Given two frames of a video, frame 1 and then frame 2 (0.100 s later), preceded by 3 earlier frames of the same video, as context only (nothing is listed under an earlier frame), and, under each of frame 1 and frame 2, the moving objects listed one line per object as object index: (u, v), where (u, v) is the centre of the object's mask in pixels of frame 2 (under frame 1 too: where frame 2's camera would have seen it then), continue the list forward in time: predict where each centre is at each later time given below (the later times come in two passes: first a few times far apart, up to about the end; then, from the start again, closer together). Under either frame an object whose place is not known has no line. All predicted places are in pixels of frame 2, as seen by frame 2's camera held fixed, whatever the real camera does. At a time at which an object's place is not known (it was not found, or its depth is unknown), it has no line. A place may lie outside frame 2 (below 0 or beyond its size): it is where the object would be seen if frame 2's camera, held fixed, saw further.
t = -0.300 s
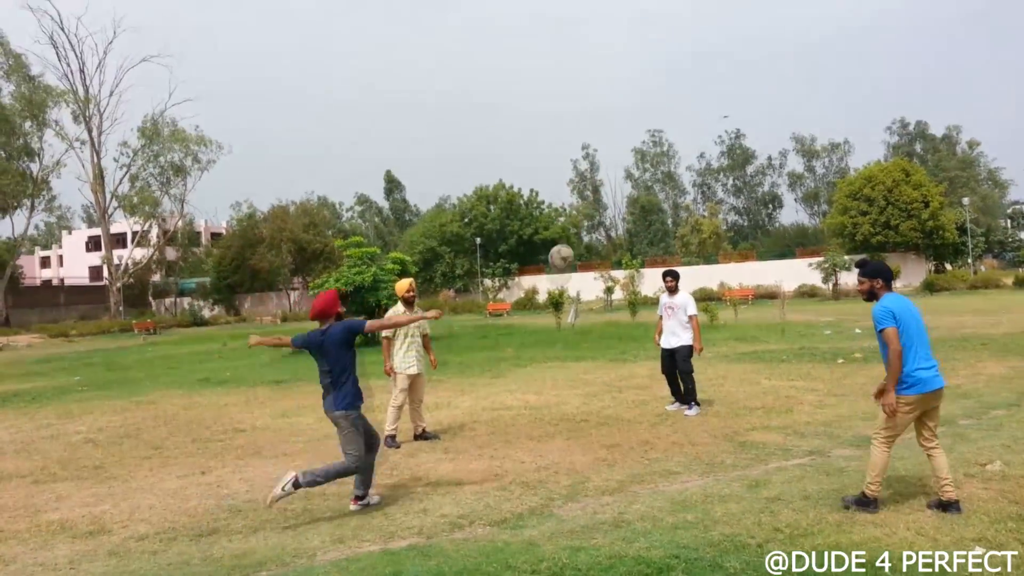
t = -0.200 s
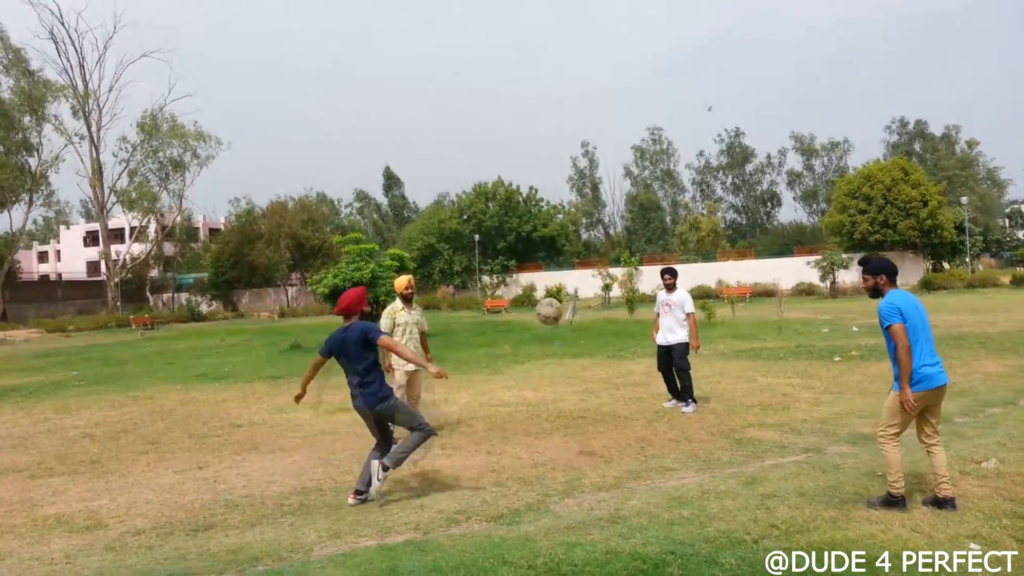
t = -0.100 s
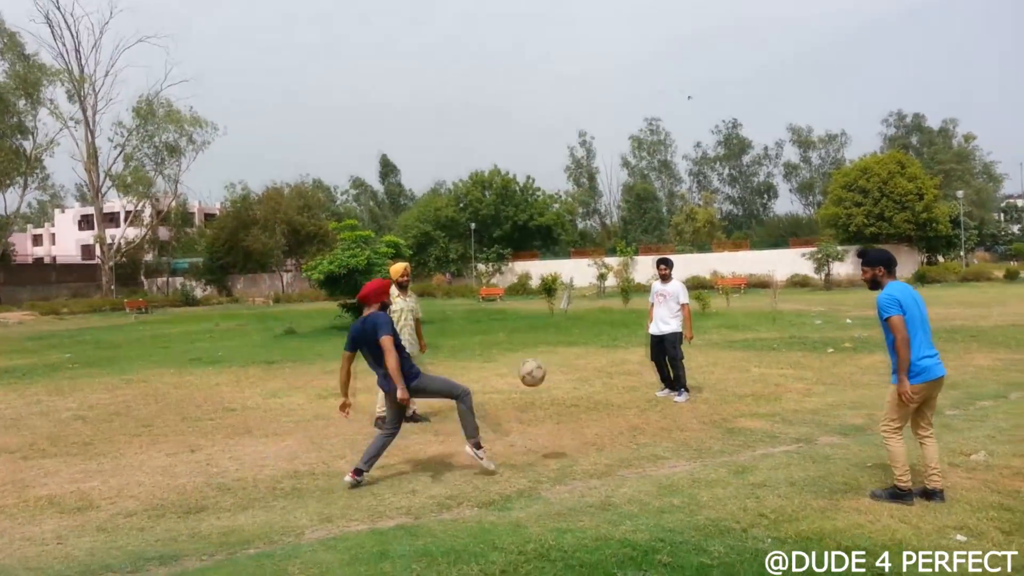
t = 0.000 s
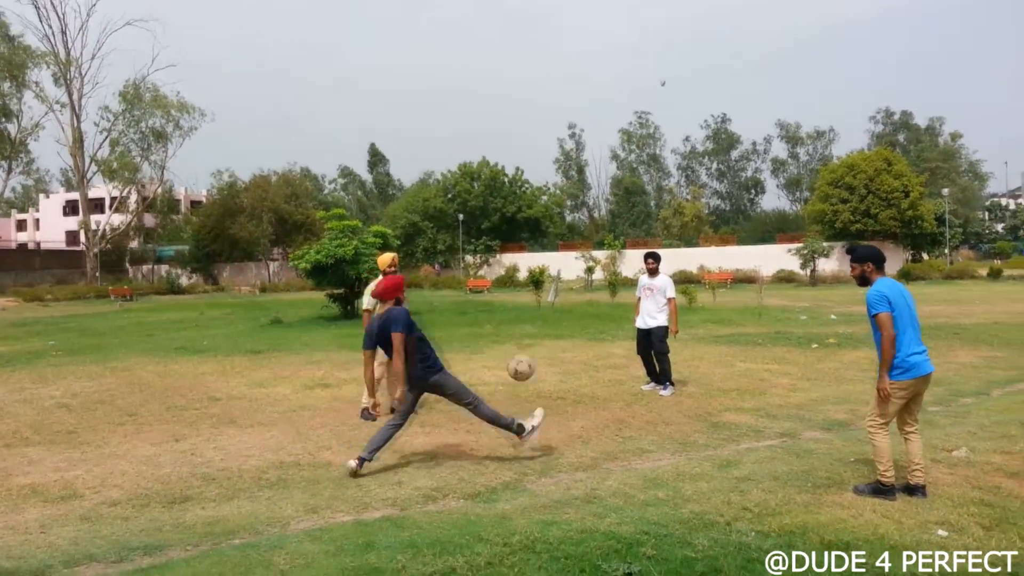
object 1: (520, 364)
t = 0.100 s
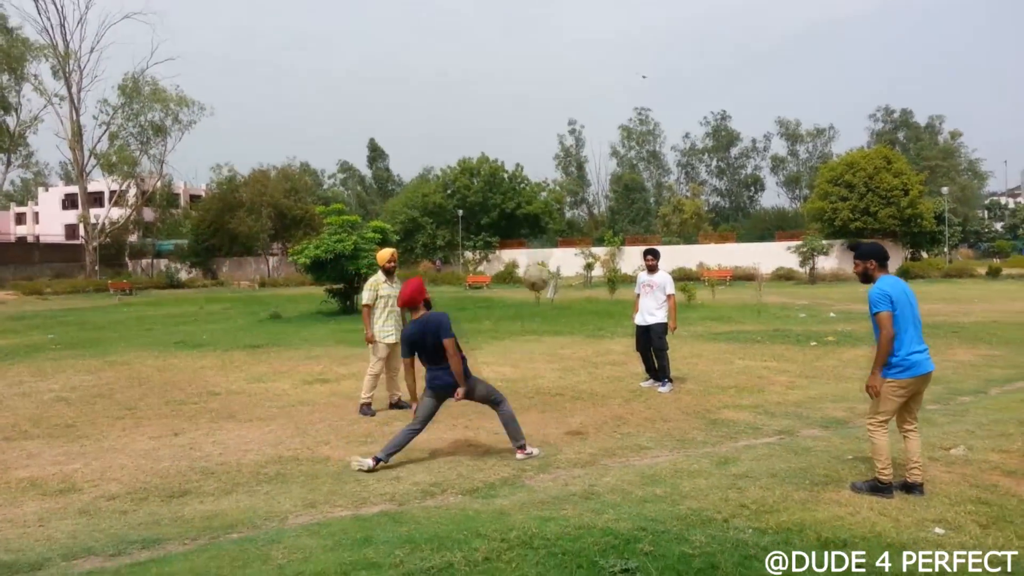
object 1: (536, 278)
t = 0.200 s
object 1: (551, 204)
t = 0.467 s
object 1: (595, 63)
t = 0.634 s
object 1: (624, 18)
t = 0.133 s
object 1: (541, 252)
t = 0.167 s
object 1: (547, 227)
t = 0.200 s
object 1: (551, 204)
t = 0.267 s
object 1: (562, 162)
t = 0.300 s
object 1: (568, 142)
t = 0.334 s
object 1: (573, 124)
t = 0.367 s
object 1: (577, 108)
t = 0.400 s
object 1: (583, 91)
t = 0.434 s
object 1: (589, 77)
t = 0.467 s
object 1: (595, 63)
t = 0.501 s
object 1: (601, 52)
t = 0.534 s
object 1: (606, 40)
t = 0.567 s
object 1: (613, 32)
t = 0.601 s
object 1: (619, 24)
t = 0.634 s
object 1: (624, 18)
